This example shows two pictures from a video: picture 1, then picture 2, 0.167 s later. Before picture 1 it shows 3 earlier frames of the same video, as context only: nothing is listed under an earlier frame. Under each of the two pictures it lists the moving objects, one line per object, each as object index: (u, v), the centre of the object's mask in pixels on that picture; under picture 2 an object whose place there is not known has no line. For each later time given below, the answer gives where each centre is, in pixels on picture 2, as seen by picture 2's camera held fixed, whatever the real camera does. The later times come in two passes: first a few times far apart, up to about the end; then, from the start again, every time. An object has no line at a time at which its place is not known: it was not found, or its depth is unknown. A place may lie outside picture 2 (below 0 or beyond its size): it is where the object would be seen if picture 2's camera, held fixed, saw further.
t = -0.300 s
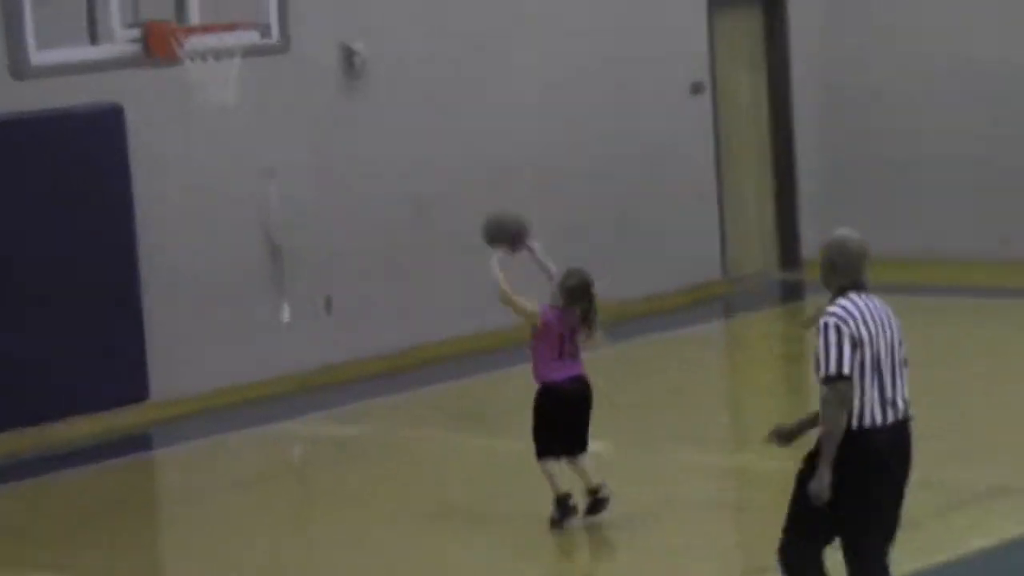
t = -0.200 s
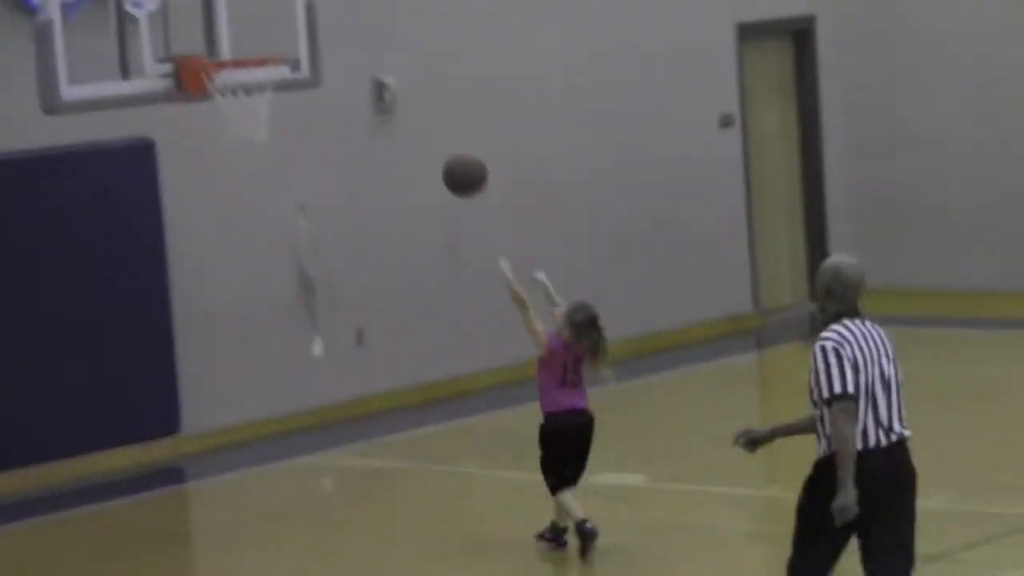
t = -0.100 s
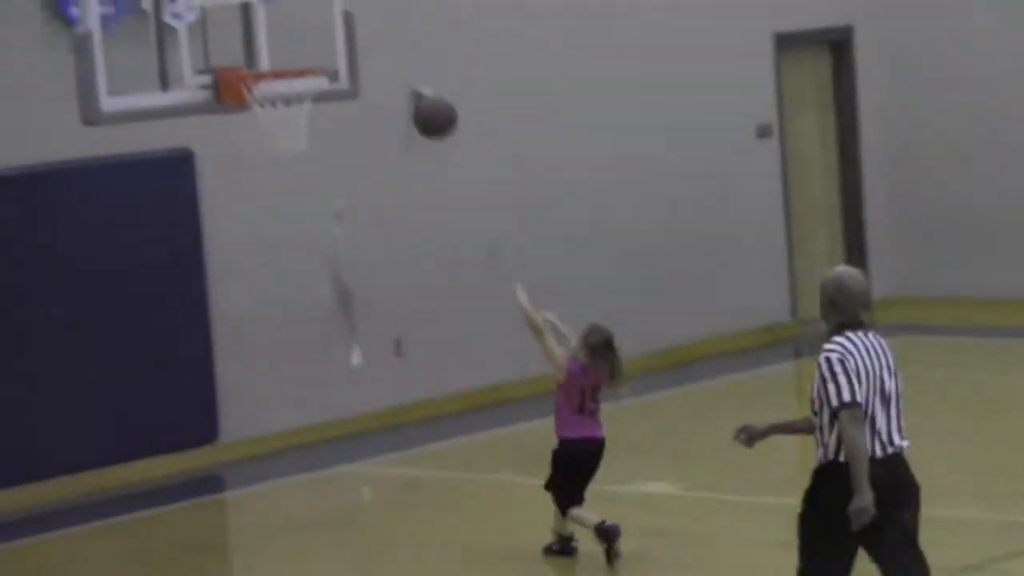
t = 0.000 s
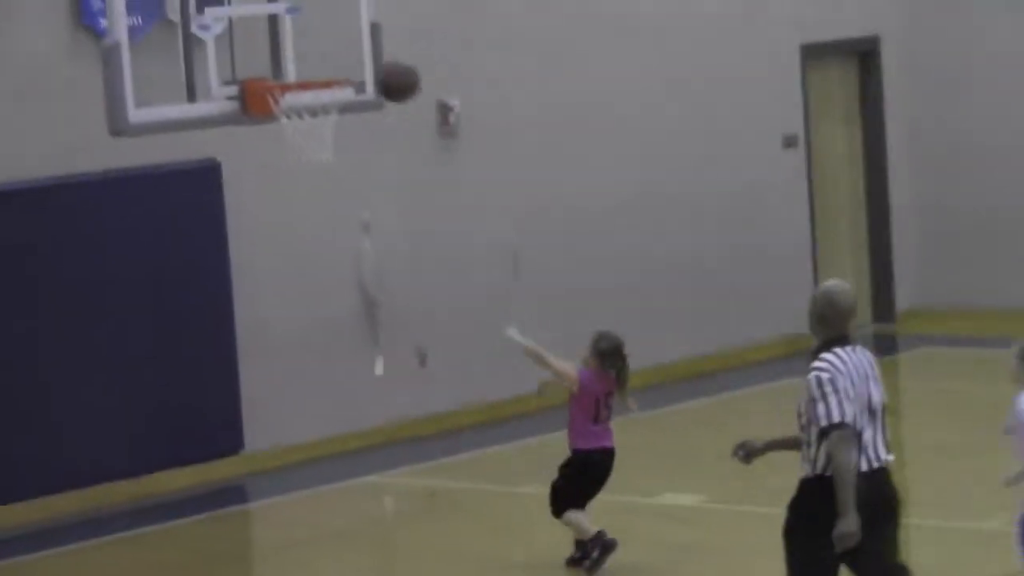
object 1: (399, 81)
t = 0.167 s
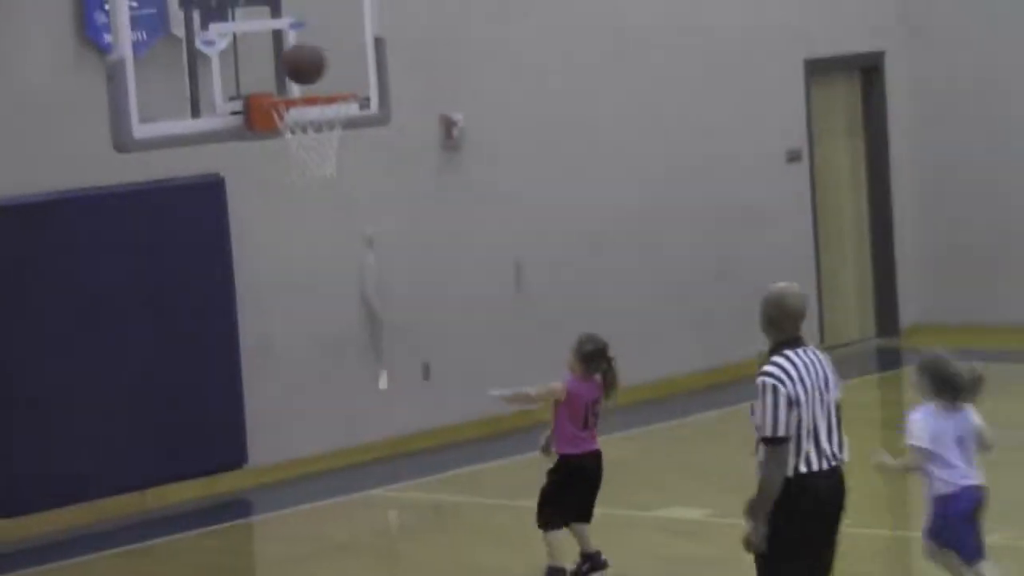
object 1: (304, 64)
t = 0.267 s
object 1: (265, 69)
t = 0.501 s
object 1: (318, 108)
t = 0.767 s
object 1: (294, 148)
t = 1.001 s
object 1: (323, 222)
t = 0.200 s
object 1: (285, 64)
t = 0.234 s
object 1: (267, 65)
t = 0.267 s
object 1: (265, 69)
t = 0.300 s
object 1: (279, 73)
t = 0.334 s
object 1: (293, 78)
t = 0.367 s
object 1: (308, 83)
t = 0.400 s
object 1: (317, 94)
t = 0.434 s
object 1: (319, 96)
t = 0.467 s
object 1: (321, 102)
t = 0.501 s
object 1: (318, 108)
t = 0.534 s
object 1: (313, 118)
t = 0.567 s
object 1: (306, 123)
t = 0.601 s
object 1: (299, 132)
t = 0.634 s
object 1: (292, 139)
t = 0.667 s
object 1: (288, 143)
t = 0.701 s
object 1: (289, 145)
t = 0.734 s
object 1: (290, 146)
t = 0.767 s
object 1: (294, 148)
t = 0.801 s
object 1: (297, 157)
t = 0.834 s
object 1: (301, 163)
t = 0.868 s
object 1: (306, 171)
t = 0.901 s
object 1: (309, 181)
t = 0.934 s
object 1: (314, 192)
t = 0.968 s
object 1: (319, 205)
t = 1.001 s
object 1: (323, 222)
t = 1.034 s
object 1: (329, 239)
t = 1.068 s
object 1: (333, 260)
